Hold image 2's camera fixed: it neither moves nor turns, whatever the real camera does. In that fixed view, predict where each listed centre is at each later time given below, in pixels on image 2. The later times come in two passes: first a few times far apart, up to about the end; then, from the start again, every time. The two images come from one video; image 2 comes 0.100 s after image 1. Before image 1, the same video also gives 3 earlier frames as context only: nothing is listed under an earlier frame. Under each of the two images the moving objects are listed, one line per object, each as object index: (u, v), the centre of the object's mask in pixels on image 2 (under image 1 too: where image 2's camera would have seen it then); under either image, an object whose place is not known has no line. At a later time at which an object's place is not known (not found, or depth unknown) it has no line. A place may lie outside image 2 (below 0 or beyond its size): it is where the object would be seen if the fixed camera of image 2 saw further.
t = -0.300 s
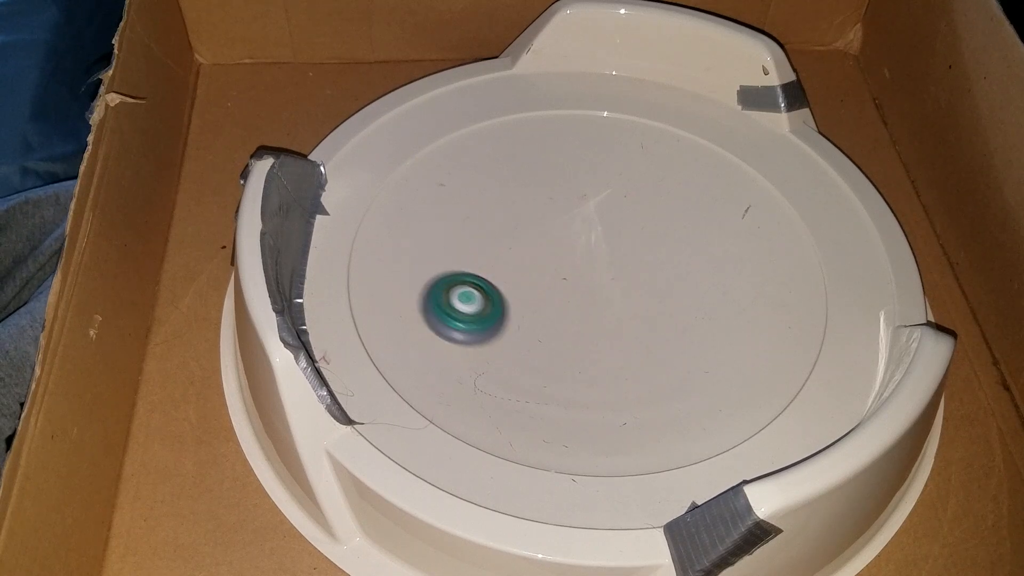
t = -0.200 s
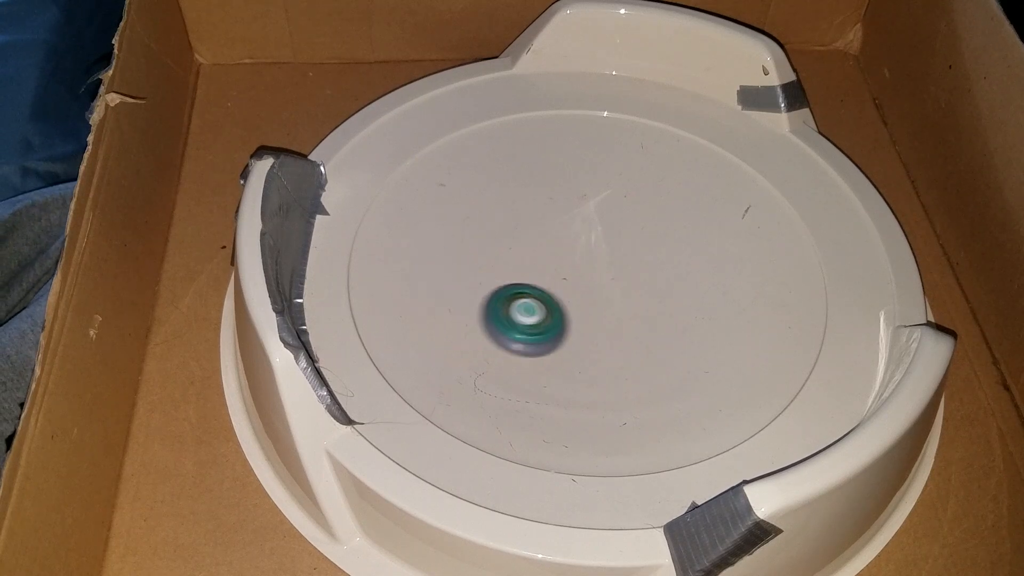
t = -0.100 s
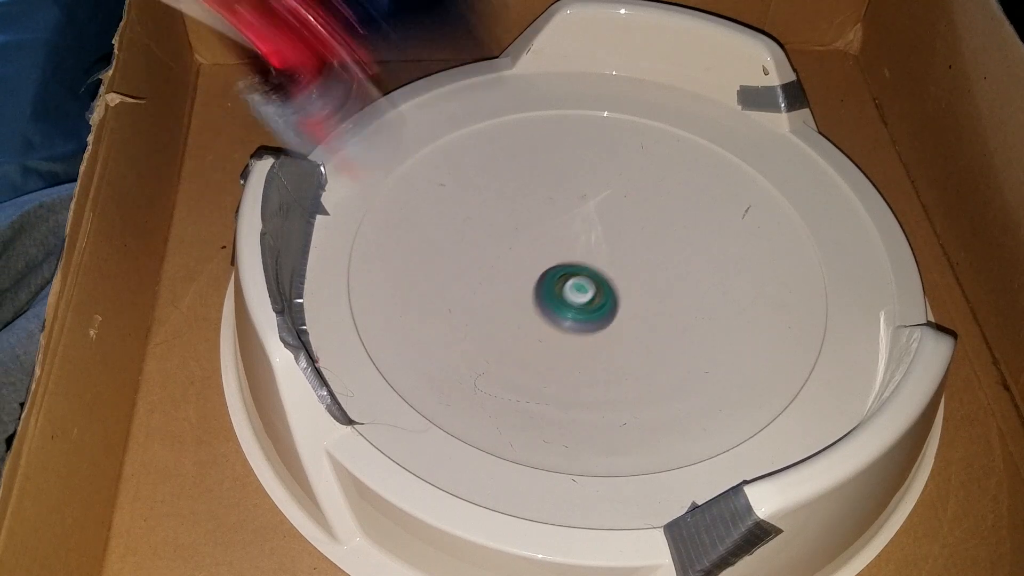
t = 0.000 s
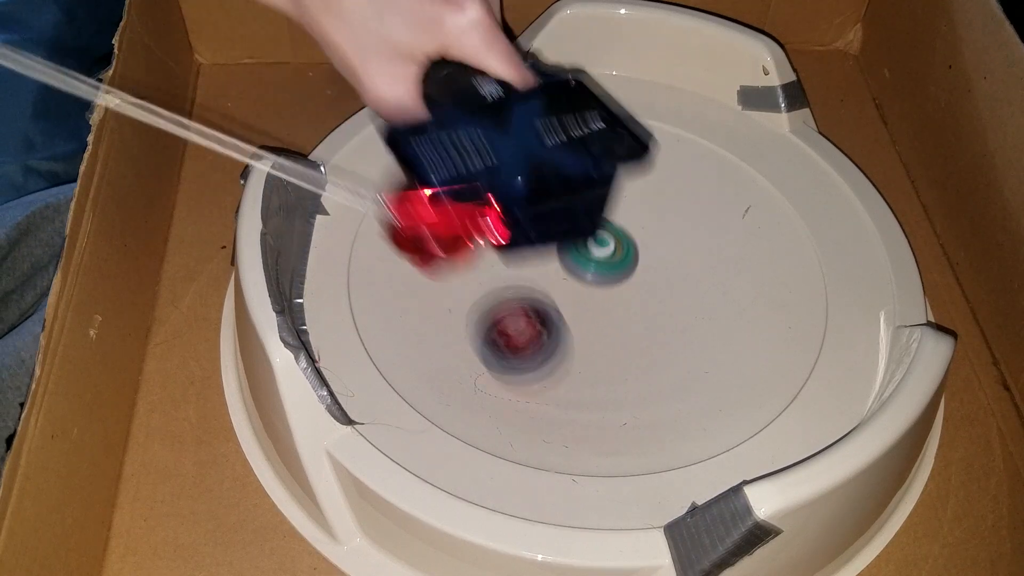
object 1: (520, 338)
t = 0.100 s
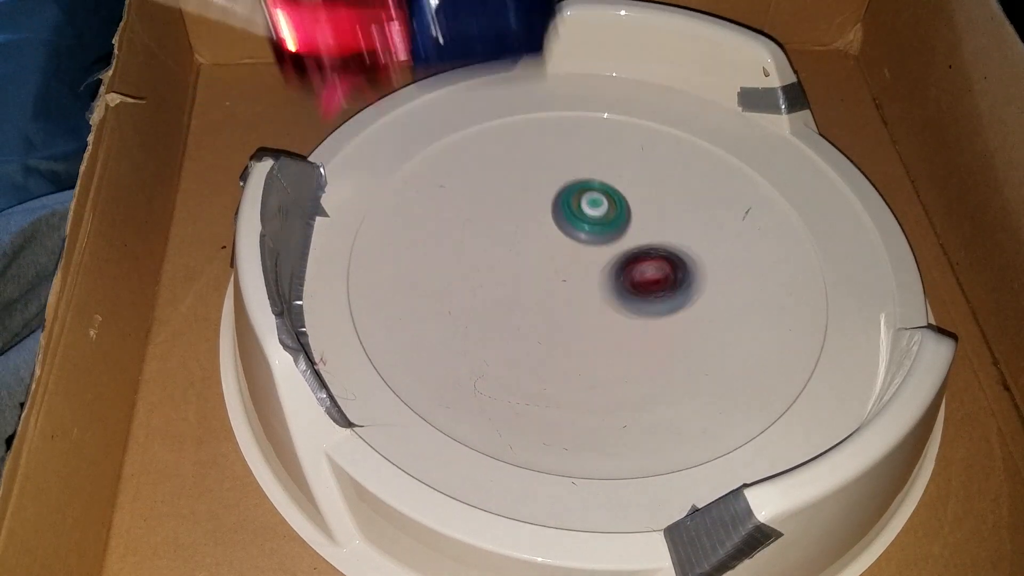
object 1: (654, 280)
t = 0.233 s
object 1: (765, 216)
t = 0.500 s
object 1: (602, 169)
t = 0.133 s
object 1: (693, 278)
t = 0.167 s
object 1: (722, 252)
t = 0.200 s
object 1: (747, 233)
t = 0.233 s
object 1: (765, 216)
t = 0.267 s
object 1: (773, 200)
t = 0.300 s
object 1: (774, 185)
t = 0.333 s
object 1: (764, 174)
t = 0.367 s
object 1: (746, 166)
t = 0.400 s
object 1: (717, 161)
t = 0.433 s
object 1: (684, 159)
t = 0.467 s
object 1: (644, 162)
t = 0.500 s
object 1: (602, 169)
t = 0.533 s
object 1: (563, 182)
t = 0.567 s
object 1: (548, 175)
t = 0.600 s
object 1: (570, 129)
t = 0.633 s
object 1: (589, 89)
